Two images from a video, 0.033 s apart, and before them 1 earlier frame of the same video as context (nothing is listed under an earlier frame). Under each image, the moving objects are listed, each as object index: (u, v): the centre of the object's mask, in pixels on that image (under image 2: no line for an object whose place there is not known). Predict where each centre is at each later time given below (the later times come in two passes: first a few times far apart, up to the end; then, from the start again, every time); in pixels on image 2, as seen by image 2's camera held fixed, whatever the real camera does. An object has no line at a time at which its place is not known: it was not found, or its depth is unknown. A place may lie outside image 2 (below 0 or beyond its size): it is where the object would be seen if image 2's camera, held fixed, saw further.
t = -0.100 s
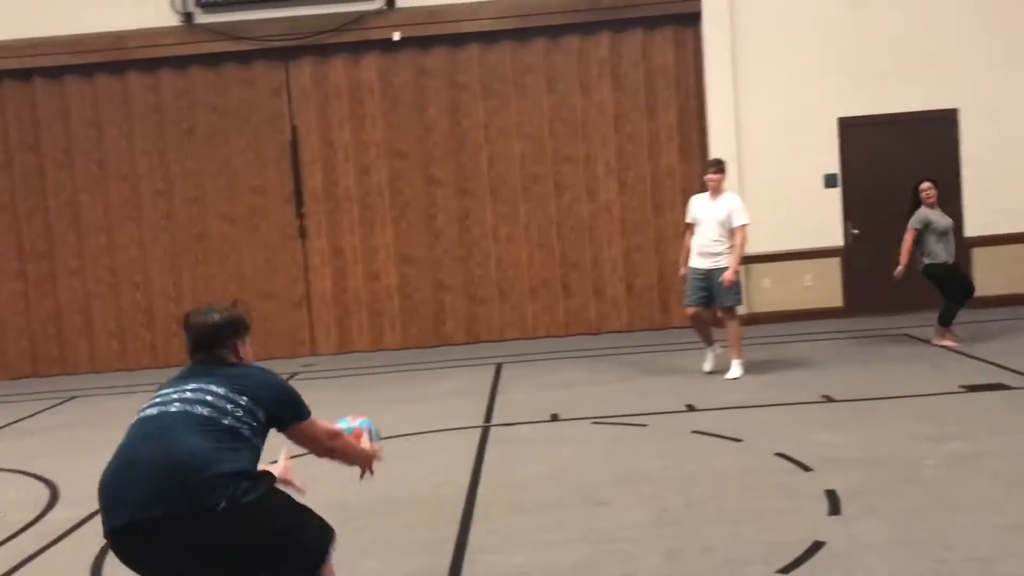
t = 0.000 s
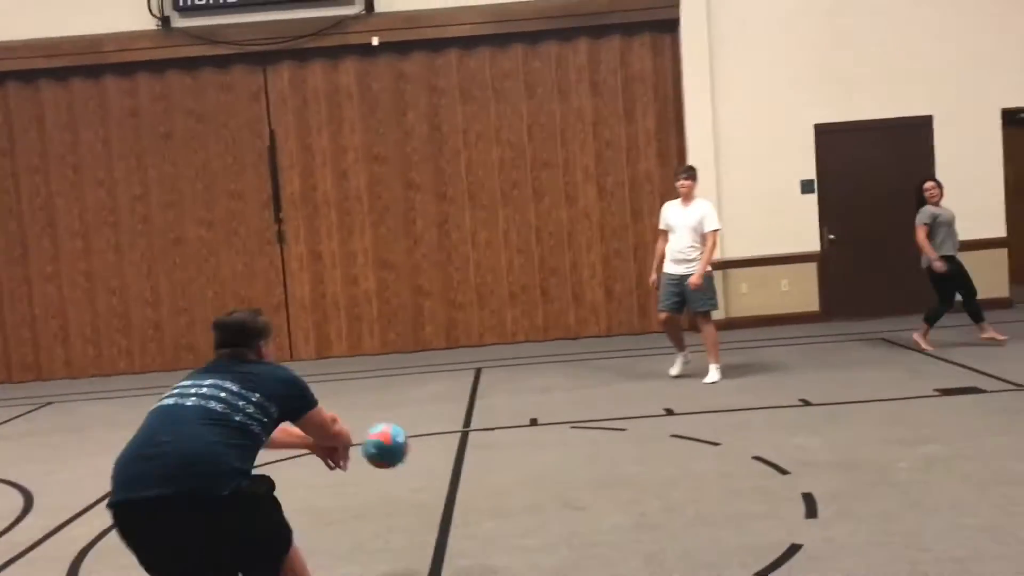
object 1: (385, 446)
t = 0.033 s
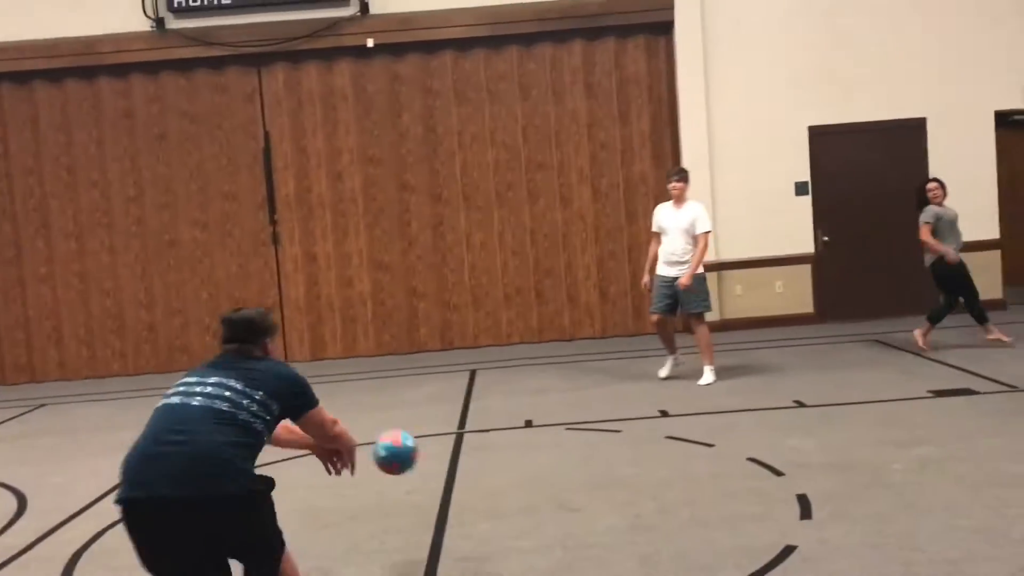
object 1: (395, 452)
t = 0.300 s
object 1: (482, 450)
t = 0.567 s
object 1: (527, 388)
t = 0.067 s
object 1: (411, 460)
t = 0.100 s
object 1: (426, 469)
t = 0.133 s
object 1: (439, 480)
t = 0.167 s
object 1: (452, 492)
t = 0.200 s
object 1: (465, 507)
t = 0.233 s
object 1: (471, 488)
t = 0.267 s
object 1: (477, 467)
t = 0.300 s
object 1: (482, 450)
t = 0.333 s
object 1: (488, 434)
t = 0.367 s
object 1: (494, 421)
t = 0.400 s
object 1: (499, 410)
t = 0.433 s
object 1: (505, 401)
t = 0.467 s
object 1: (510, 395)
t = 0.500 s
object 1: (516, 391)
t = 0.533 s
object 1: (522, 389)
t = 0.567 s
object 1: (527, 388)
